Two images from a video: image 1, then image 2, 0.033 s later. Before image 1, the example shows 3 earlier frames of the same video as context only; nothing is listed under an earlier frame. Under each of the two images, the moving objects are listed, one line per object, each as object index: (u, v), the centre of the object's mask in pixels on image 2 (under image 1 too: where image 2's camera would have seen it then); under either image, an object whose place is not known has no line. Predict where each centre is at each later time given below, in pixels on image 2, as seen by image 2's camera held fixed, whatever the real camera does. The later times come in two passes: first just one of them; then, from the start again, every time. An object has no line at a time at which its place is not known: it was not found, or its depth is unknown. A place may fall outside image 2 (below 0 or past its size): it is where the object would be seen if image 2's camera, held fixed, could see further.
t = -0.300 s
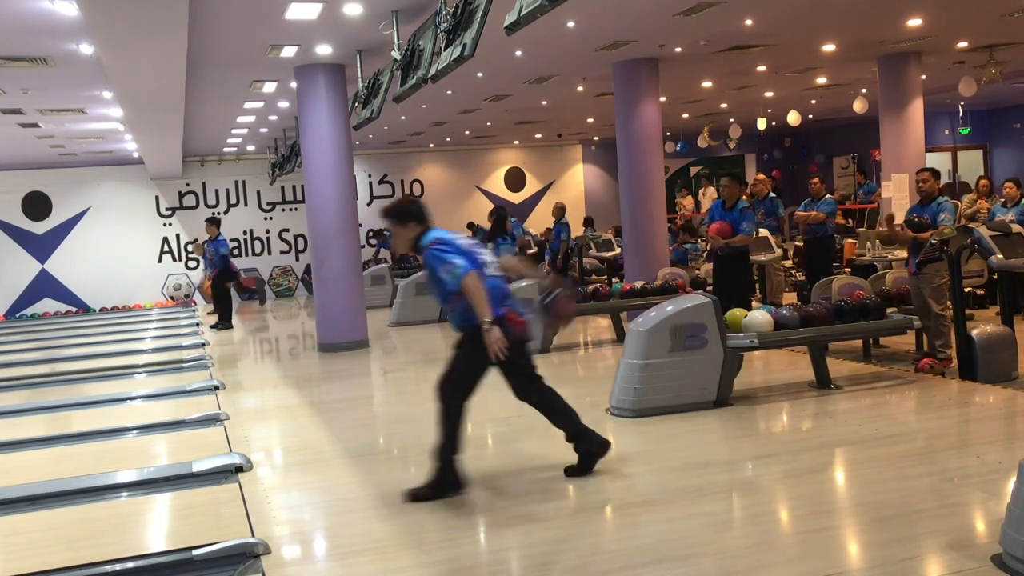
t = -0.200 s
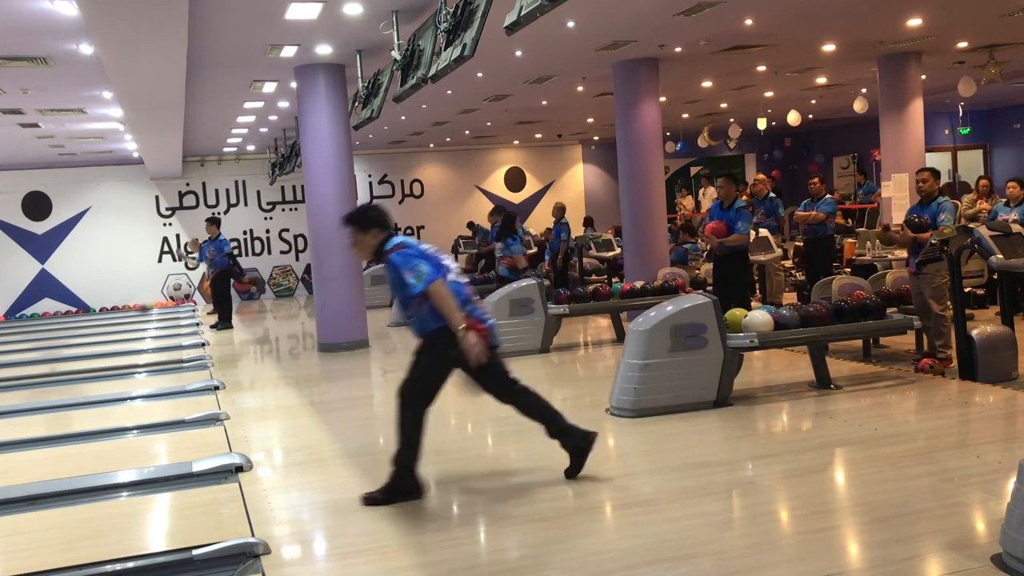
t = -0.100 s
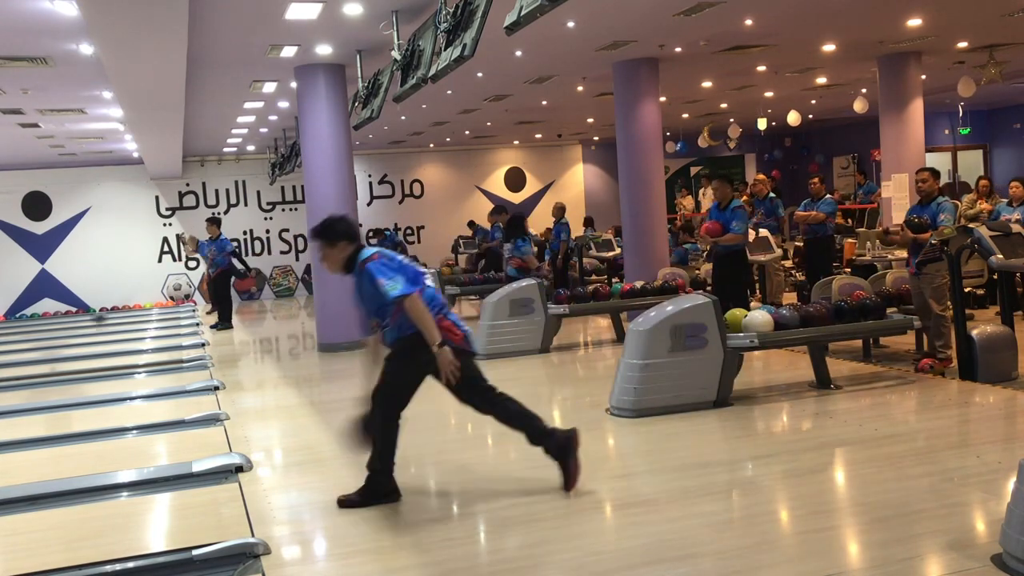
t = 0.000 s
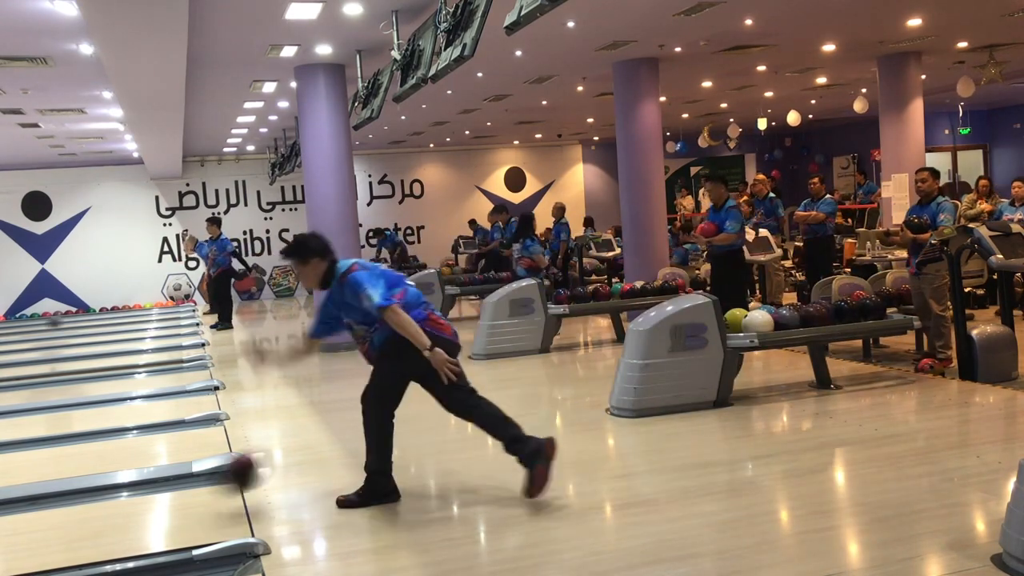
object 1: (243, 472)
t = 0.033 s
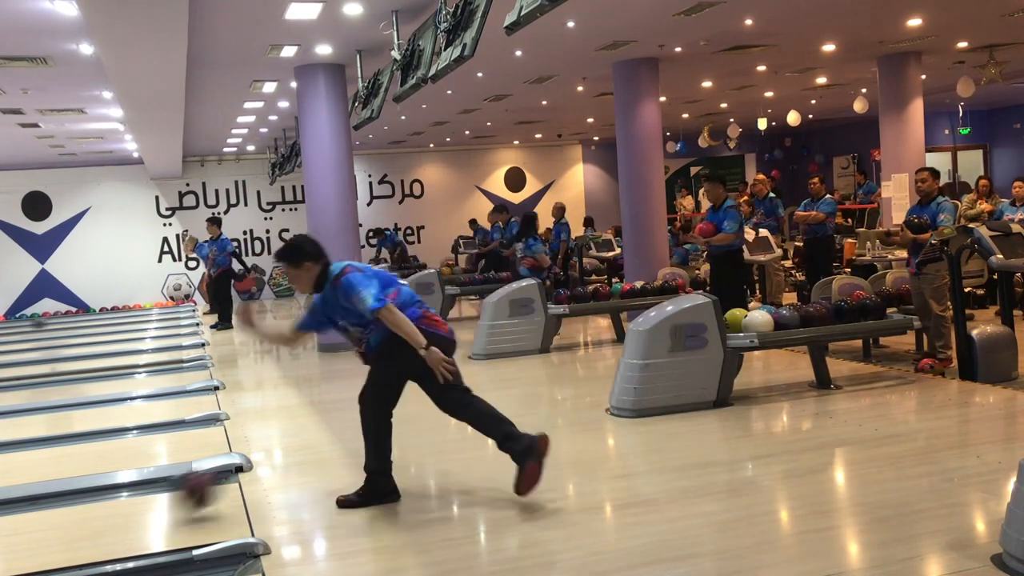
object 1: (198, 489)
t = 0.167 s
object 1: (13, 505)
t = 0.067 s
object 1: (147, 498)
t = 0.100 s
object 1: (102, 500)
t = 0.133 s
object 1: (51, 503)
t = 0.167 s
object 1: (13, 505)
